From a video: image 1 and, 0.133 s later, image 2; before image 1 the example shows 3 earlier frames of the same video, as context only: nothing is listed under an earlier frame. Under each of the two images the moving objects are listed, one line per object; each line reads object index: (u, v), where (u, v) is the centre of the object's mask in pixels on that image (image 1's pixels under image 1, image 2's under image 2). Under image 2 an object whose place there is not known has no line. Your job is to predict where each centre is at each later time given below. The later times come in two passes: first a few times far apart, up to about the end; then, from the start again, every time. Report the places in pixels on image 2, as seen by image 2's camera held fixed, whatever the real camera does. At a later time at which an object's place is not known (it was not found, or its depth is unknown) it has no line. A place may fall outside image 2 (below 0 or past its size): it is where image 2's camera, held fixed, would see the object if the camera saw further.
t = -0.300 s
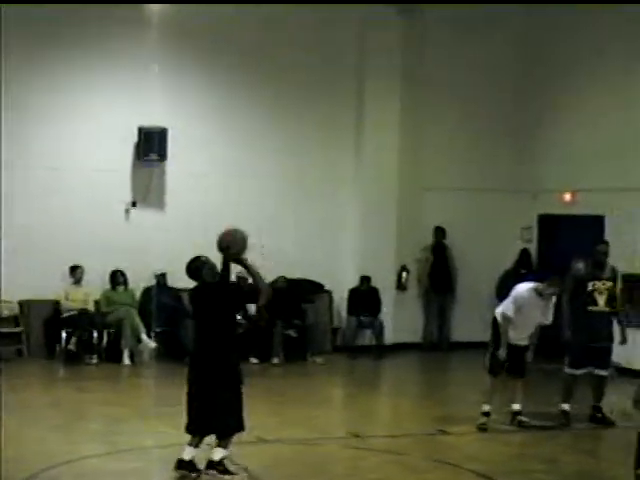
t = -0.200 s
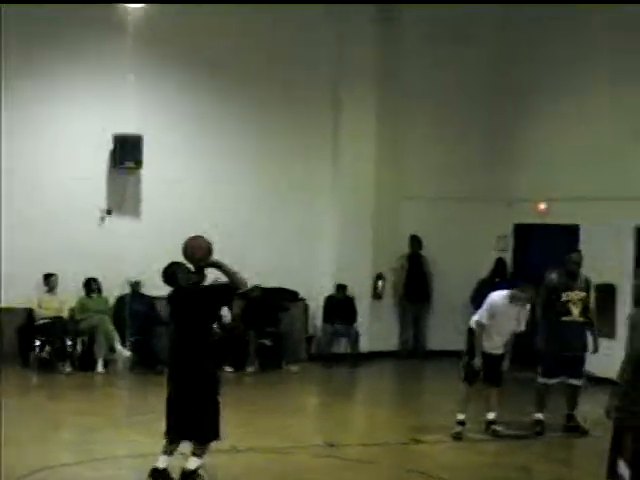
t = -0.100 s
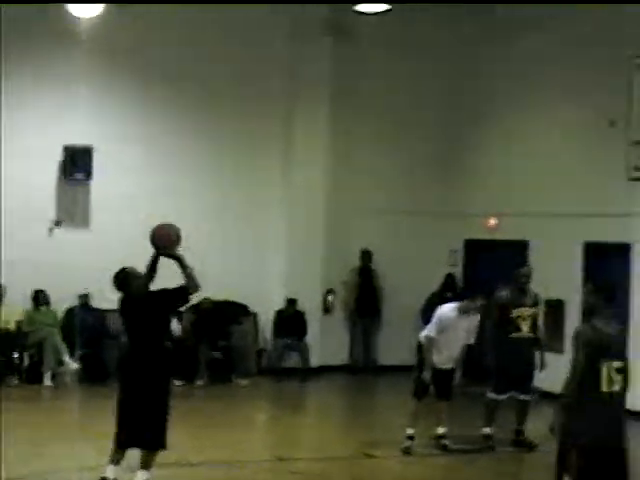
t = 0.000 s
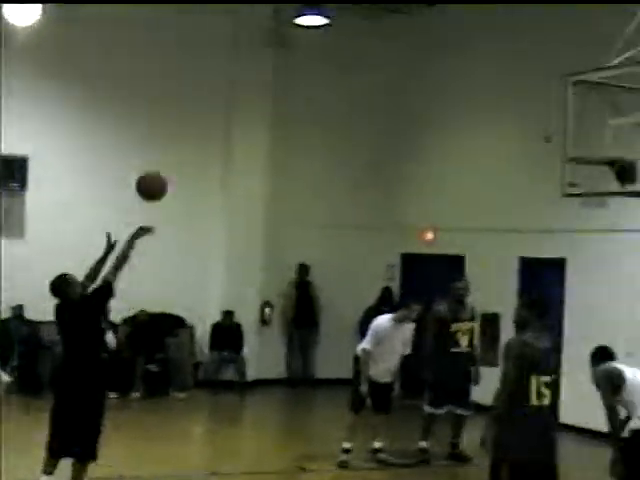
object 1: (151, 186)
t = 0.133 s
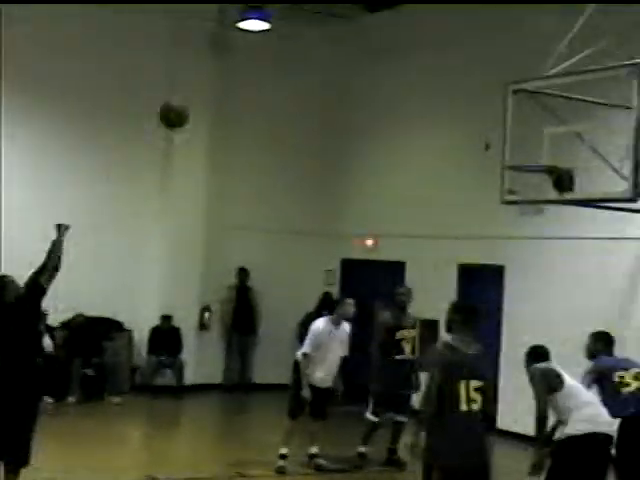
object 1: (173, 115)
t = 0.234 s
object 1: (231, 75)
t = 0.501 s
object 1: (372, 32)
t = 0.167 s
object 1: (192, 101)
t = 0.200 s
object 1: (212, 88)
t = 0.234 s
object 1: (231, 75)
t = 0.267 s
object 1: (251, 63)
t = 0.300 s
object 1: (269, 54)
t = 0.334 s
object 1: (289, 47)
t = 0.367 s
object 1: (306, 42)
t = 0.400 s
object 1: (322, 38)
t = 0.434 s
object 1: (339, 34)
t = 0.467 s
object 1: (356, 32)
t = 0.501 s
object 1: (372, 32)
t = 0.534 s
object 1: (389, 34)
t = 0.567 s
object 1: (405, 35)
